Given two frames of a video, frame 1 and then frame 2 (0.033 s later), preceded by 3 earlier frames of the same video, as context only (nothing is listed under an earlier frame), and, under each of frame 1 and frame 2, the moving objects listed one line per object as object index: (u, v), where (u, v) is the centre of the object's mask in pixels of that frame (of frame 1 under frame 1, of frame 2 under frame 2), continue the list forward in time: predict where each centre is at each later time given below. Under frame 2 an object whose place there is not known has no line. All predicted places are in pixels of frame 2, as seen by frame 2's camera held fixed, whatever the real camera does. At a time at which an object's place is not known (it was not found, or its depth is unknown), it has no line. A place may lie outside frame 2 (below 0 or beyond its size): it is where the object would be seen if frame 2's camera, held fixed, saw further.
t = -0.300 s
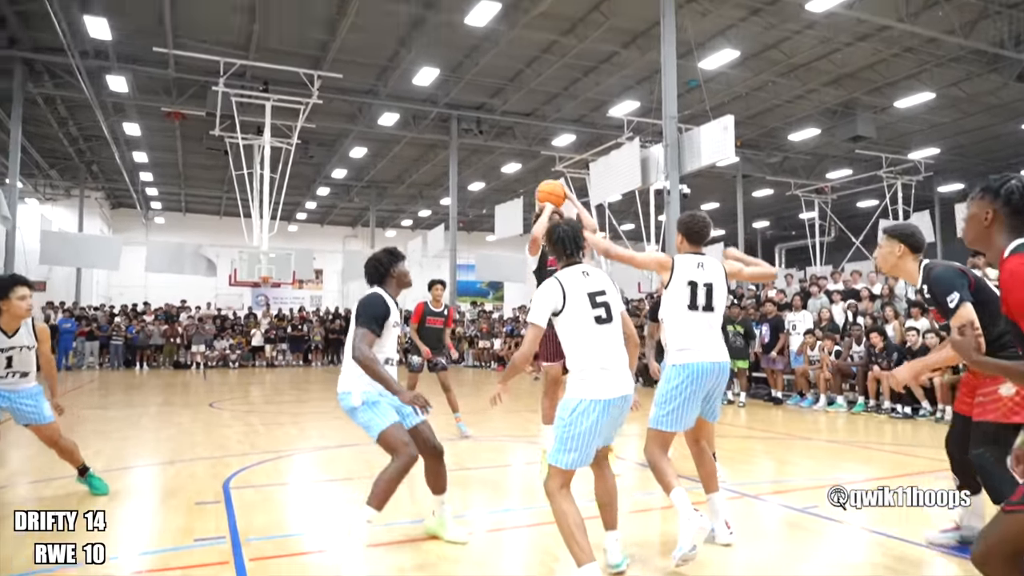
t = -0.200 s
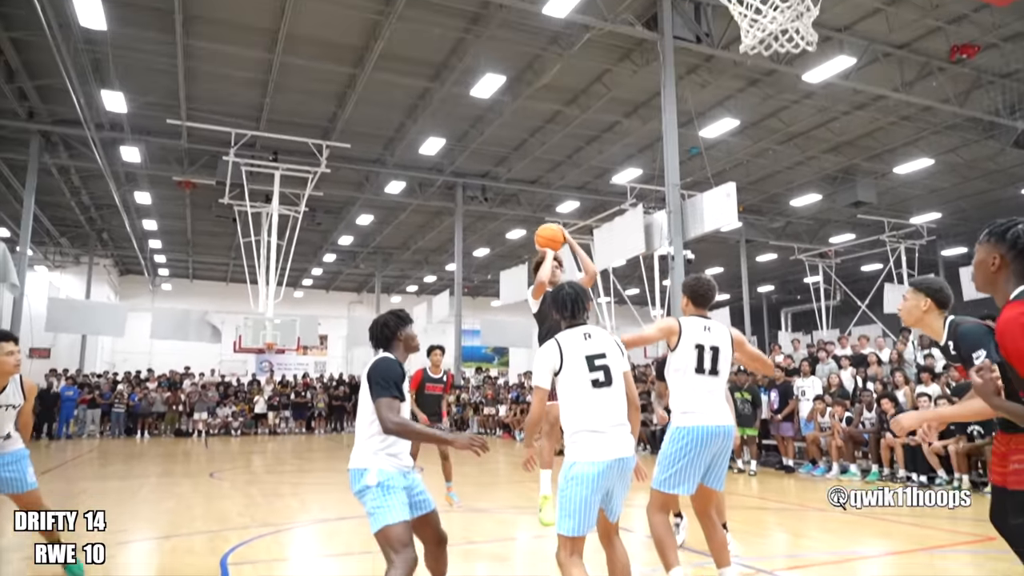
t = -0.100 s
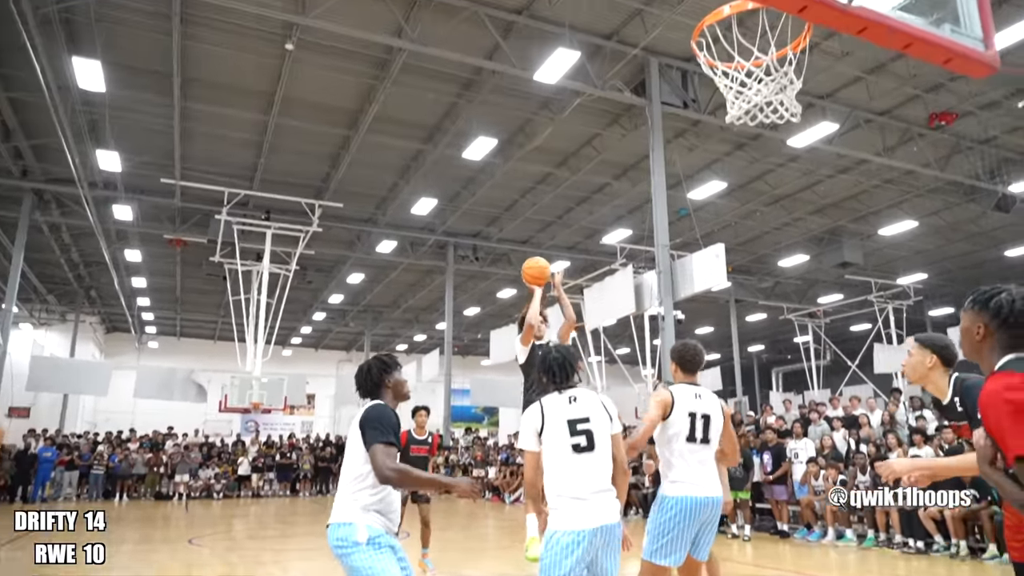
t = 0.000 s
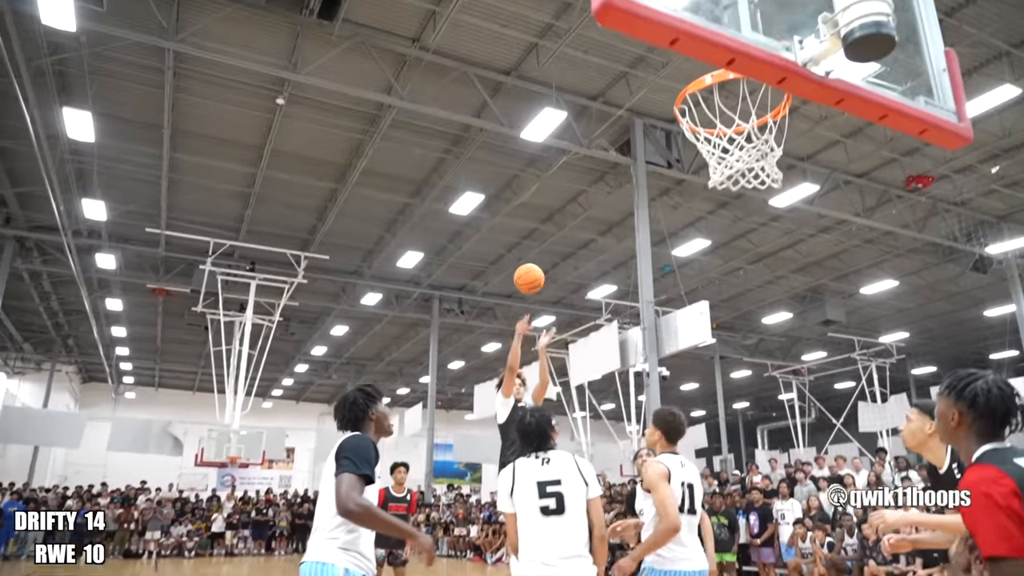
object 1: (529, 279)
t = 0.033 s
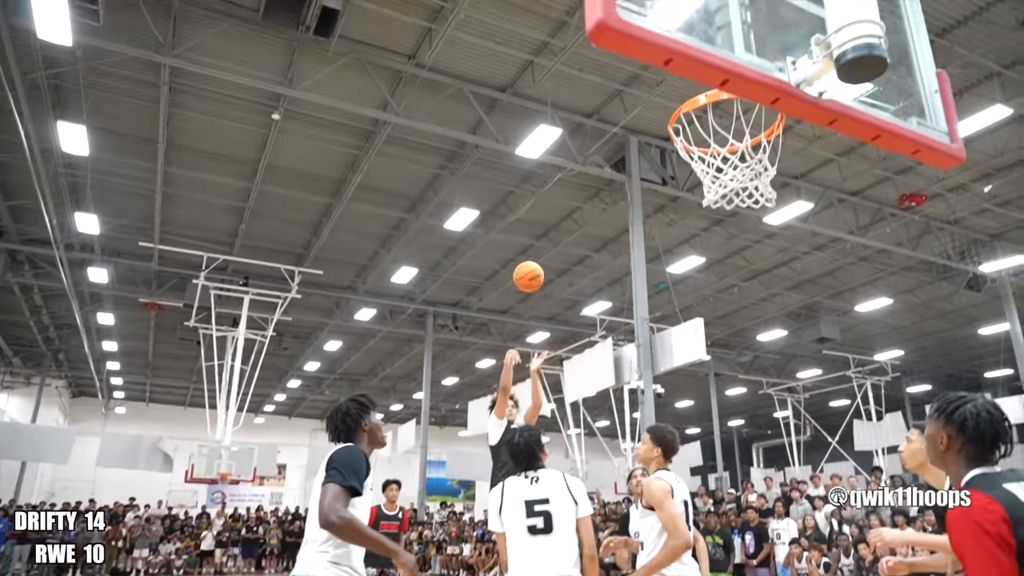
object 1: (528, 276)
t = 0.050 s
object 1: (532, 268)
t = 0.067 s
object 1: (536, 260)
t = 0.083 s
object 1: (539, 252)
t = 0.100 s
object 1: (542, 244)
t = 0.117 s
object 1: (546, 236)
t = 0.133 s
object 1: (550, 228)
